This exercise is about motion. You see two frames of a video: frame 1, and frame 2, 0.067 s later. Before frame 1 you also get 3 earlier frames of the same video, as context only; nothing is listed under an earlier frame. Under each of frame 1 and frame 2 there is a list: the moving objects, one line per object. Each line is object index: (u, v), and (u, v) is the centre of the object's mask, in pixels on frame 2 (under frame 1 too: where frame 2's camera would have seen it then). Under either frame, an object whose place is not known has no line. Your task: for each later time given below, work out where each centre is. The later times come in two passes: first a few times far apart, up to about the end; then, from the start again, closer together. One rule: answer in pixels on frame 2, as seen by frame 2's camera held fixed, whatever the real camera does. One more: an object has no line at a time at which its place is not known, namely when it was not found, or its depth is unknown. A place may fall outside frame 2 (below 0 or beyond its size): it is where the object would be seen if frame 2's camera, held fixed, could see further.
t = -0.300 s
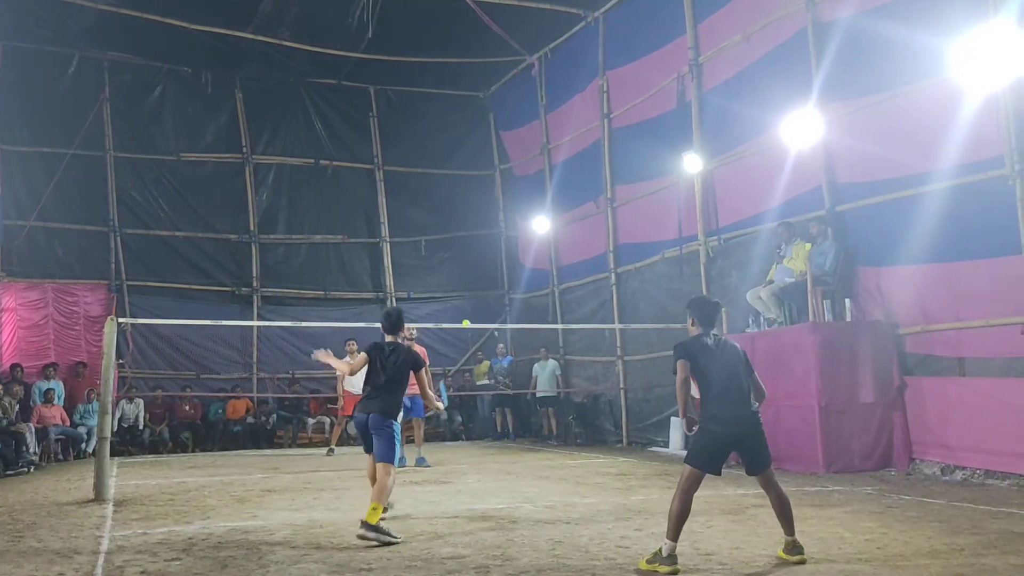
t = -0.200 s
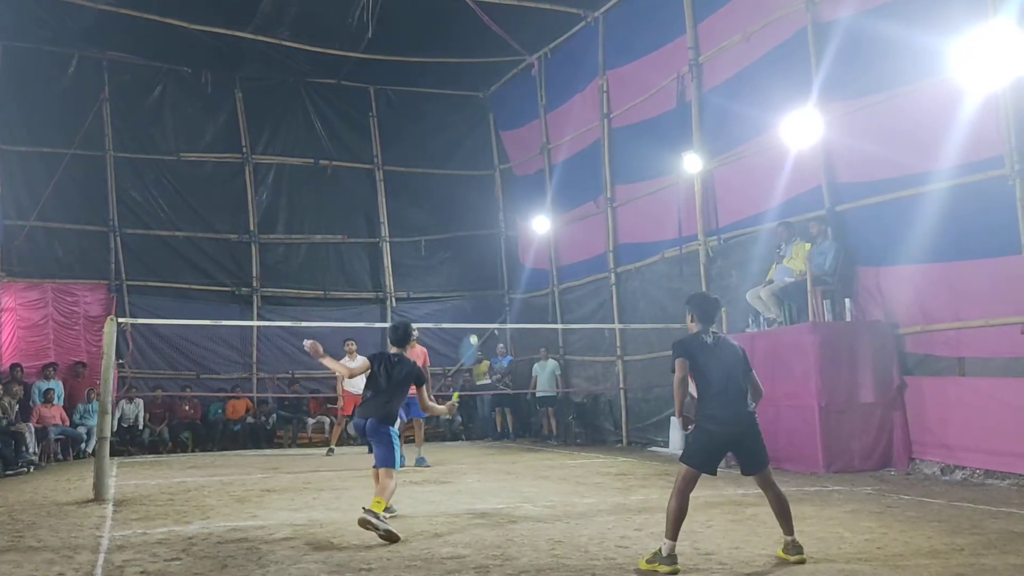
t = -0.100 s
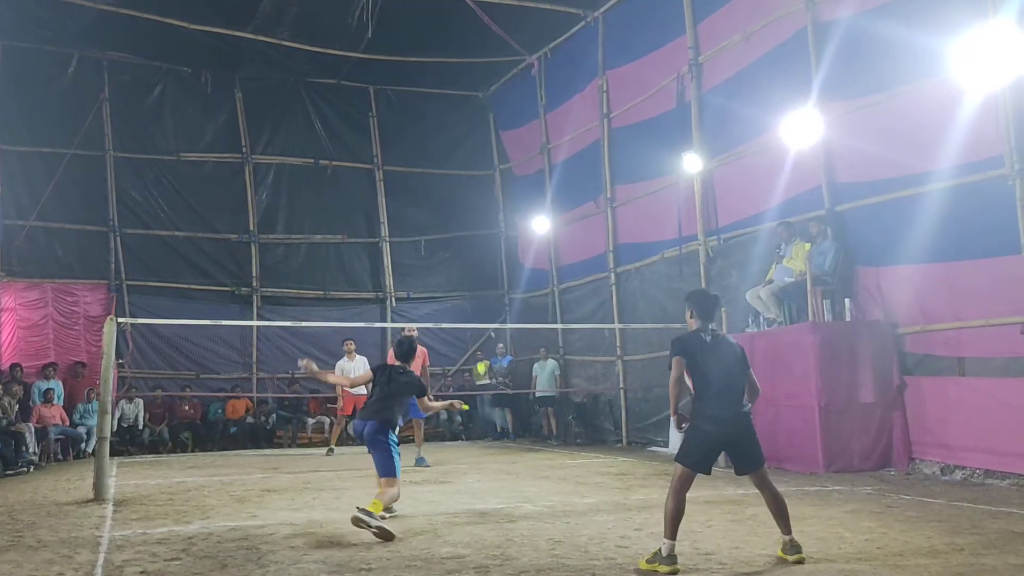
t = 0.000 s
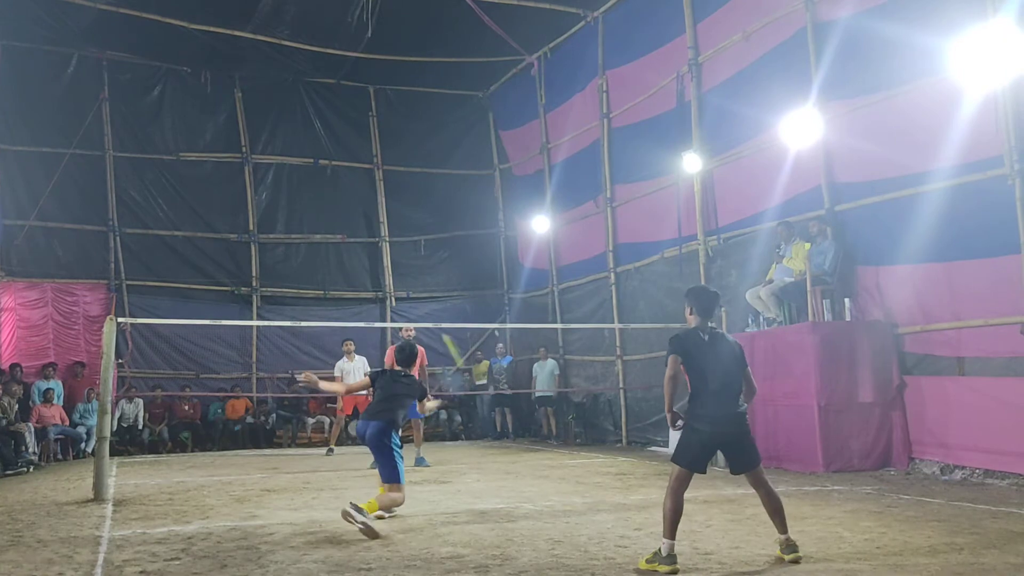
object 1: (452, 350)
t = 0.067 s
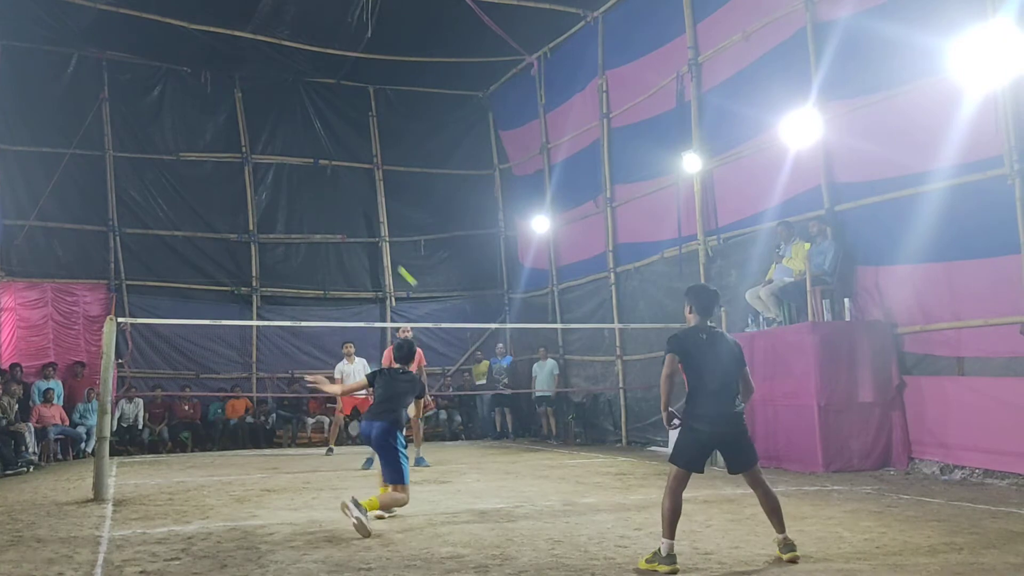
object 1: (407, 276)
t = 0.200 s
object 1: (345, 200)
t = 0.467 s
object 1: (285, 156)
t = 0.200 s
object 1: (345, 200)
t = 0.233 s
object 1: (334, 188)
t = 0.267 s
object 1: (325, 179)
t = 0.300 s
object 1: (316, 172)
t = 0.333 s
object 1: (308, 166)
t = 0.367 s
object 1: (302, 162)
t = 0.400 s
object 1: (295, 159)
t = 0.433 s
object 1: (290, 157)
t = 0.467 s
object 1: (285, 156)
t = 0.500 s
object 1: (280, 155)
